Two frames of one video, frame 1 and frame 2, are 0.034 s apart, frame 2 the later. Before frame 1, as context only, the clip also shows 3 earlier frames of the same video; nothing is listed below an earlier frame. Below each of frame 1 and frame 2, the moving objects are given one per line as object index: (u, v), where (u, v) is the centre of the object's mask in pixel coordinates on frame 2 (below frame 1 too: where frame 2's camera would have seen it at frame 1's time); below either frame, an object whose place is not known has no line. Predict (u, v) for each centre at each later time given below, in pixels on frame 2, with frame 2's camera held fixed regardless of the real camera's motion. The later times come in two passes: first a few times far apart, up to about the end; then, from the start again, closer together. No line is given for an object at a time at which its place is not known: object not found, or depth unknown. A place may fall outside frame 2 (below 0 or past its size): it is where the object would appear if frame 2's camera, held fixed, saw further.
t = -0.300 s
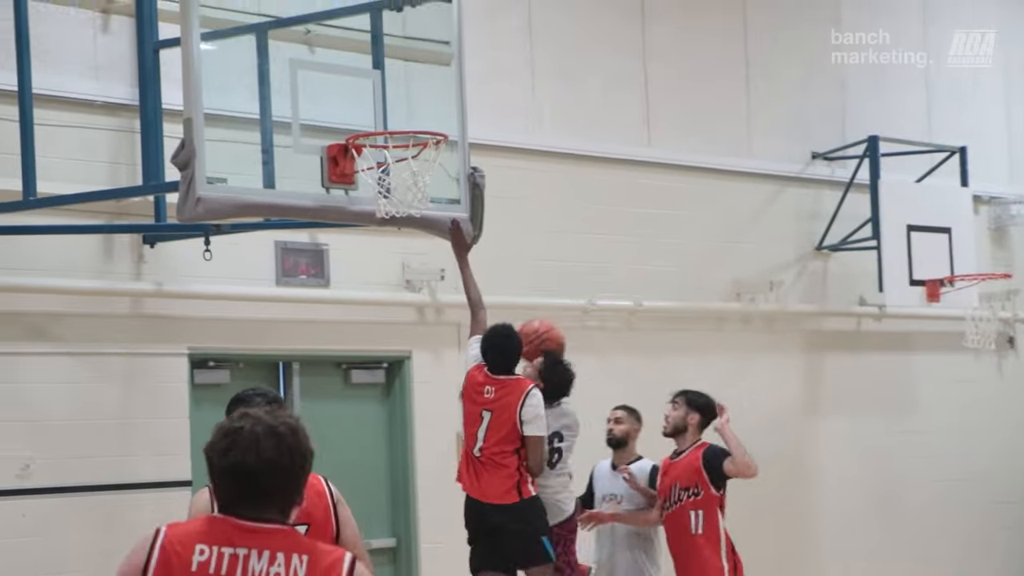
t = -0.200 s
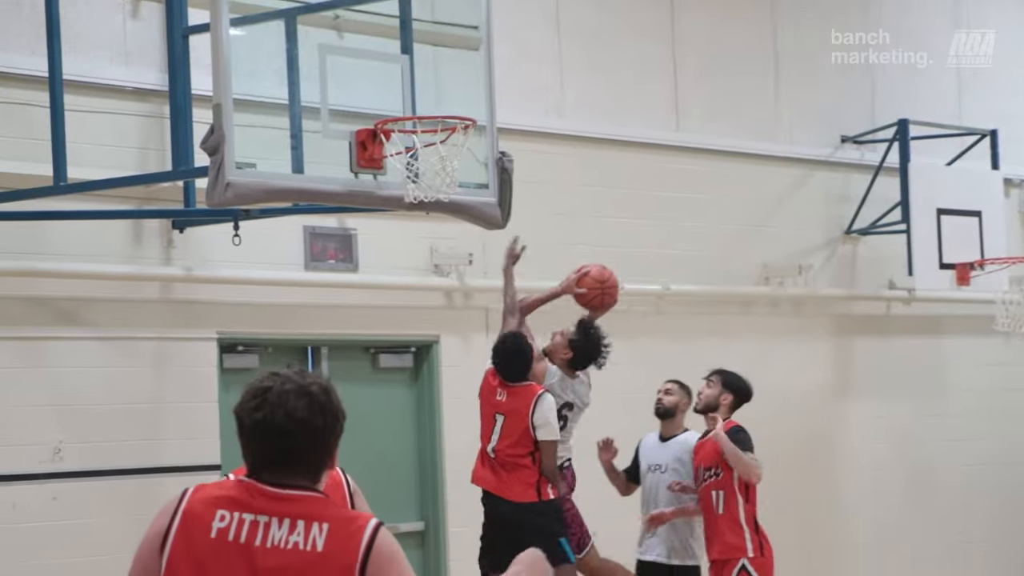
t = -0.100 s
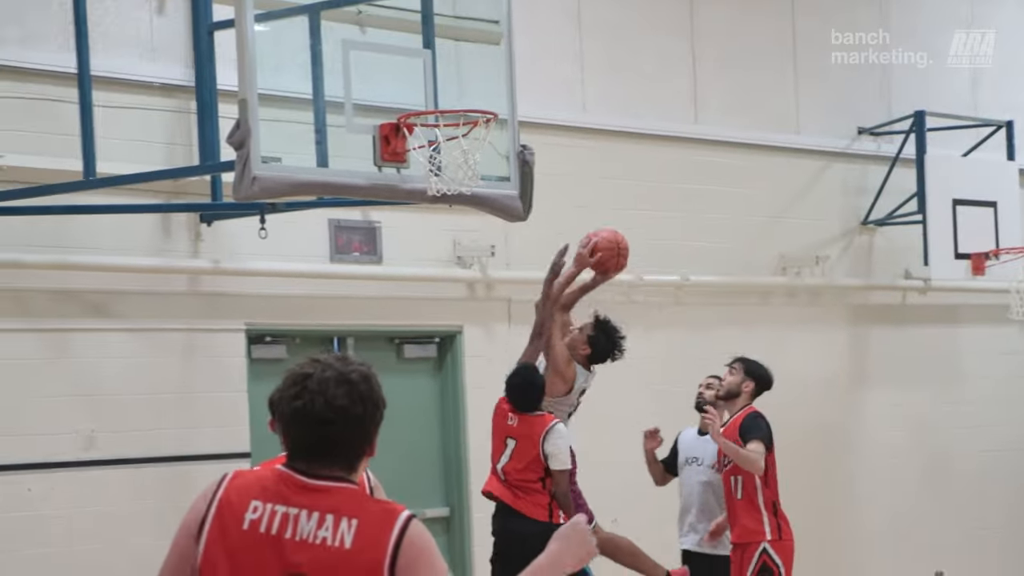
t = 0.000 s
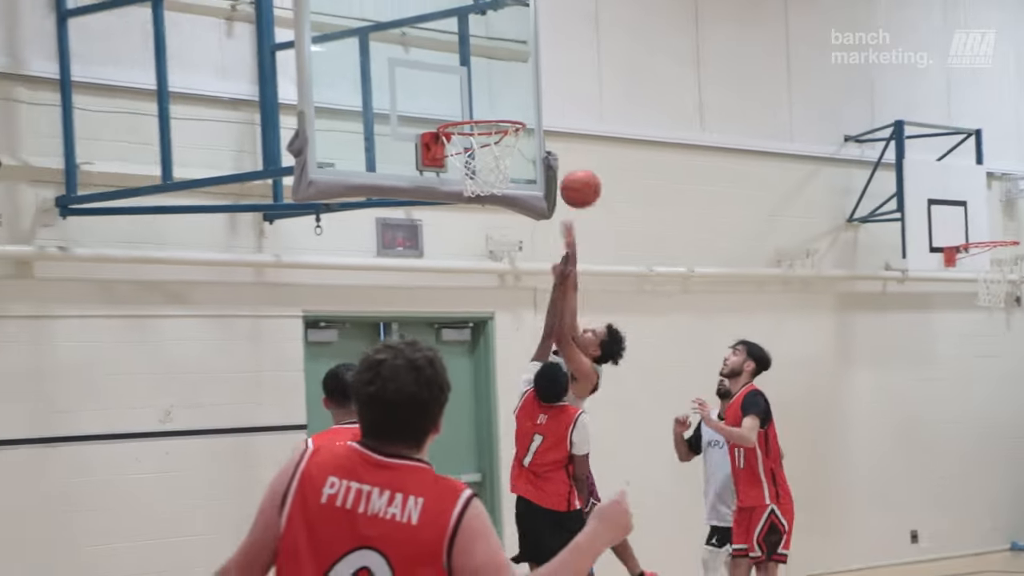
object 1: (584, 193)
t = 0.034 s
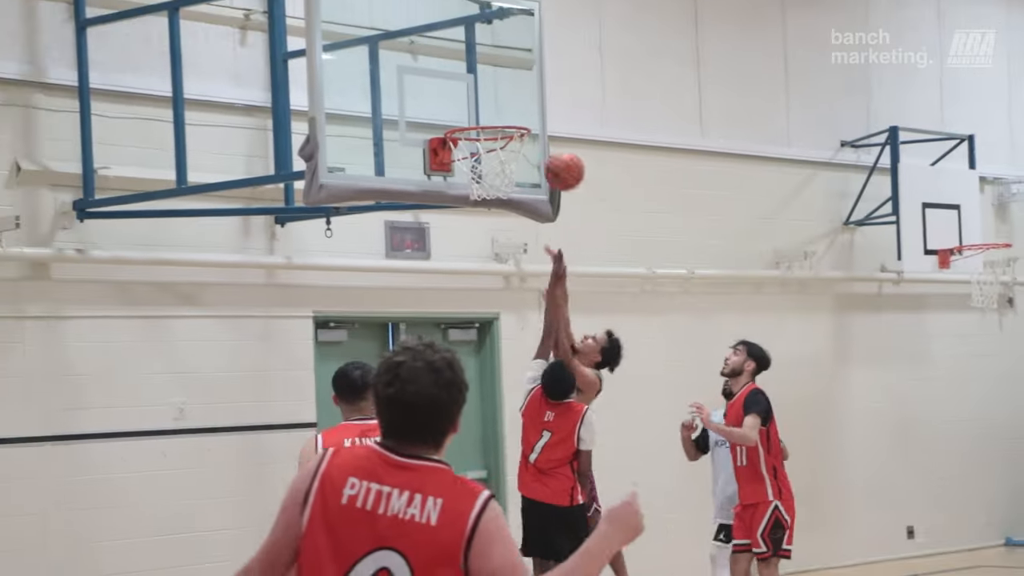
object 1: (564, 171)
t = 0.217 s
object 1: (511, 103)
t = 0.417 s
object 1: (515, 109)
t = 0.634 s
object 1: (480, 134)
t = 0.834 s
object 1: (467, 174)
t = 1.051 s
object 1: (483, 238)
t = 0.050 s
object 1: (555, 160)
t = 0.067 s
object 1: (544, 151)
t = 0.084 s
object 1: (539, 143)
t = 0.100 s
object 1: (531, 130)
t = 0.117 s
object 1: (517, 118)
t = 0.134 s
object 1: (512, 114)
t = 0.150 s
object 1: (511, 112)
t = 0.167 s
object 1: (511, 110)
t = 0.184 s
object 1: (511, 108)
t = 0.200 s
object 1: (511, 105)
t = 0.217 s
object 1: (511, 103)
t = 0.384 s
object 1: (514, 105)
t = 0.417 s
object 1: (515, 109)
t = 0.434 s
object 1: (514, 110)
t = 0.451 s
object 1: (511, 110)
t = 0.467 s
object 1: (508, 109)
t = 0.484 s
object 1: (505, 109)
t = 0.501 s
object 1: (502, 109)
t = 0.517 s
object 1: (500, 109)
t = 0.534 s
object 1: (497, 110)
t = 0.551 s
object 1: (495, 111)
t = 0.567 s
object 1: (491, 113)
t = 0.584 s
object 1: (489, 114)
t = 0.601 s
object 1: (486, 125)
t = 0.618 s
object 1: (483, 130)
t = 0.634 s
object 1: (480, 134)
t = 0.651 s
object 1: (479, 138)
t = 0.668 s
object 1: (474, 145)
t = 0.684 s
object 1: (472, 149)
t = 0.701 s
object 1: (470, 155)
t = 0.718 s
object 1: (468, 161)
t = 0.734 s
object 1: (466, 165)
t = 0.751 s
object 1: (465, 168)
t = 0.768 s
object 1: (464, 169)
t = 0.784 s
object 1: (463, 170)
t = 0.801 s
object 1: (463, 170)
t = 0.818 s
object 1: (464, 172)
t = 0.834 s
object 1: (467, 174)
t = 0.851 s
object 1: (468, 176)
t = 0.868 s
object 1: (468, 178)
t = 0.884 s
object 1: (470, 182)
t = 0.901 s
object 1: (471, 186)
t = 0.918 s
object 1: (473, 189)
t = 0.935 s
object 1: (475, 196)
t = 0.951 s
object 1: (475, 199)
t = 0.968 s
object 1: (476, 204)
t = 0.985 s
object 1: (478, 210)
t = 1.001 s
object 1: (479, 216)
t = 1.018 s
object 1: (480, 222)
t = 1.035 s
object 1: (481, 230)
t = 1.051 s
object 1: (483, 238)
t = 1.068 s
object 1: (485, 246)
